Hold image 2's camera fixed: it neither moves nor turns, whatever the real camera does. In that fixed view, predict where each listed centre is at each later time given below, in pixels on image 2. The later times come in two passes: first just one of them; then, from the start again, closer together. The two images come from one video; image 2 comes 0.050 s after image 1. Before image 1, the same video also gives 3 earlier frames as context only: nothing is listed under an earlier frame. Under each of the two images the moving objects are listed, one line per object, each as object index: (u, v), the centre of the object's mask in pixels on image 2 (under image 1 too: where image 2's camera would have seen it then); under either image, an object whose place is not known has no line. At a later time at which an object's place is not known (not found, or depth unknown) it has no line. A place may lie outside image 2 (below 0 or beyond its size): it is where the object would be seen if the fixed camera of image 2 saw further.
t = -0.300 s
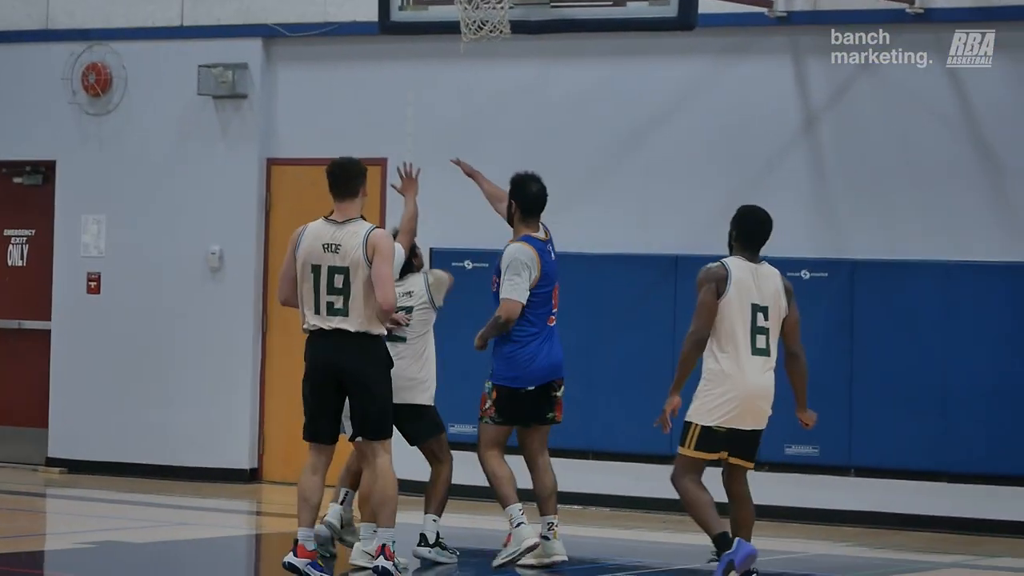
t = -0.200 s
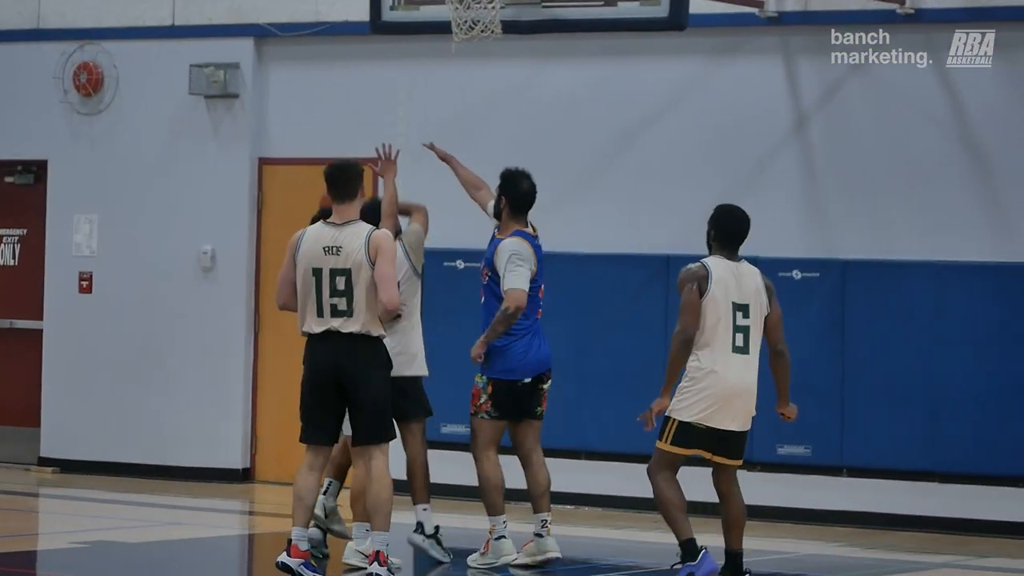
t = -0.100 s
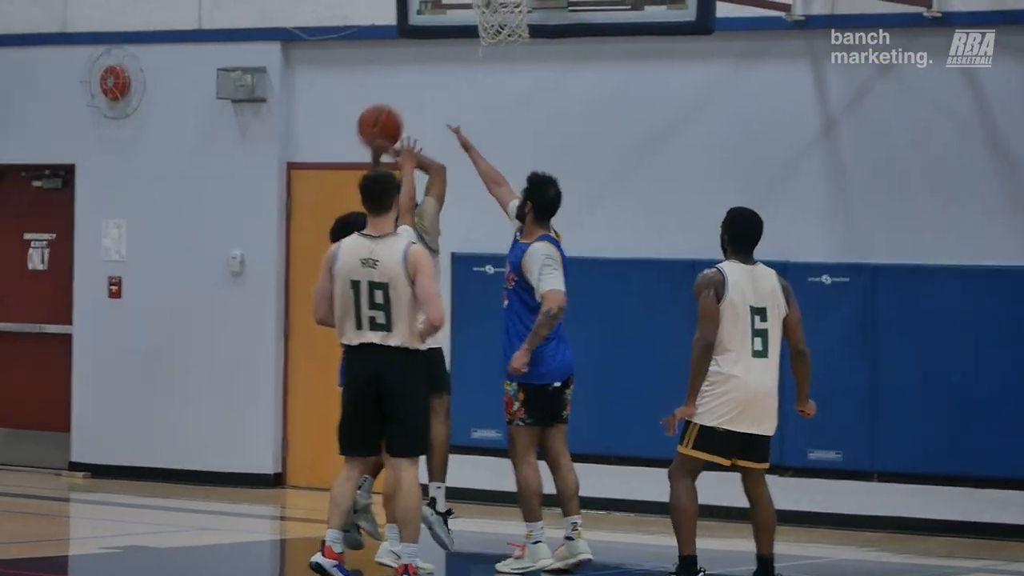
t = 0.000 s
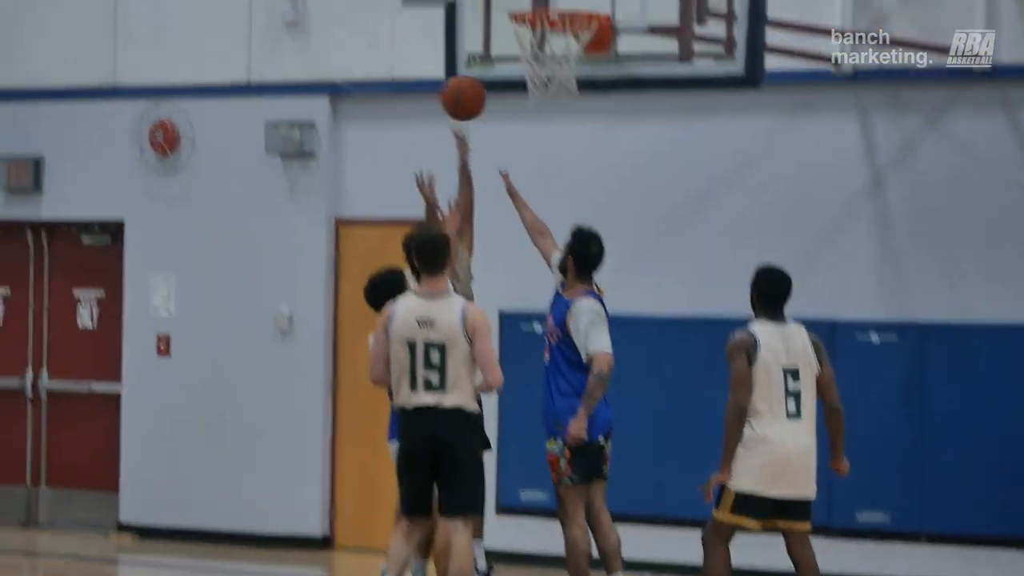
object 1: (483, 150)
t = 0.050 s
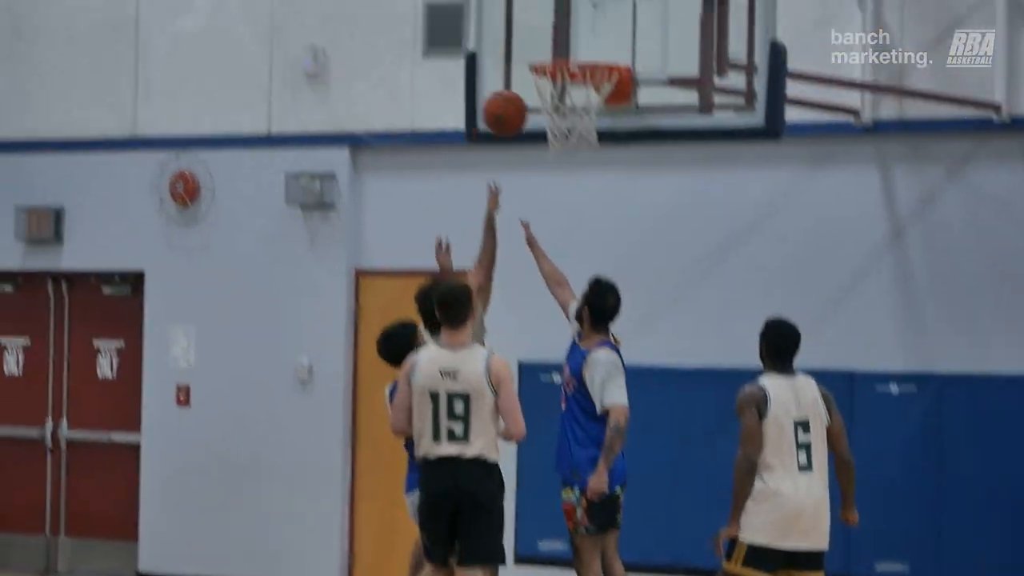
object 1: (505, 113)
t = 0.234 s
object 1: (572, 26)
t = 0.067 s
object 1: (512, 102)
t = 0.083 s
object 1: (517, 92)
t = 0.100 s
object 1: (520, 82)
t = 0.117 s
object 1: (526, 69)
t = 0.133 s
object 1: (534, 57)
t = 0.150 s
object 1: (545, 48)
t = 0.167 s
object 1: (552, 44)
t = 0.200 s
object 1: (567, 34)
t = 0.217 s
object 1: (572, 28)
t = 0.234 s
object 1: (572, 26)
